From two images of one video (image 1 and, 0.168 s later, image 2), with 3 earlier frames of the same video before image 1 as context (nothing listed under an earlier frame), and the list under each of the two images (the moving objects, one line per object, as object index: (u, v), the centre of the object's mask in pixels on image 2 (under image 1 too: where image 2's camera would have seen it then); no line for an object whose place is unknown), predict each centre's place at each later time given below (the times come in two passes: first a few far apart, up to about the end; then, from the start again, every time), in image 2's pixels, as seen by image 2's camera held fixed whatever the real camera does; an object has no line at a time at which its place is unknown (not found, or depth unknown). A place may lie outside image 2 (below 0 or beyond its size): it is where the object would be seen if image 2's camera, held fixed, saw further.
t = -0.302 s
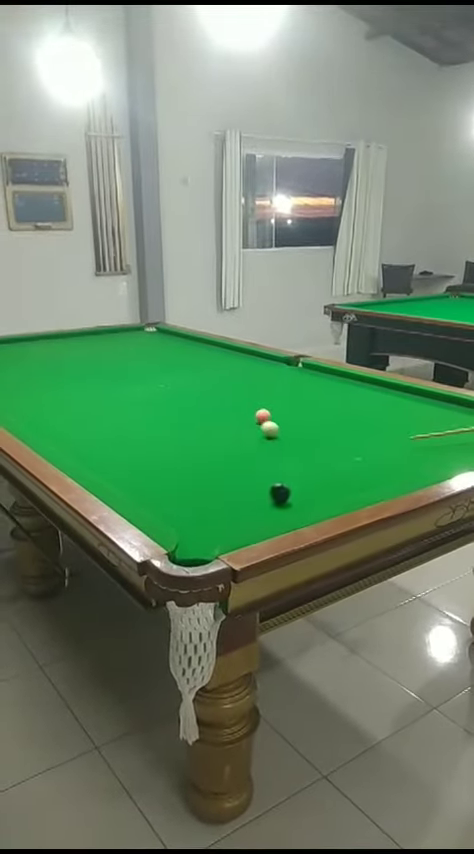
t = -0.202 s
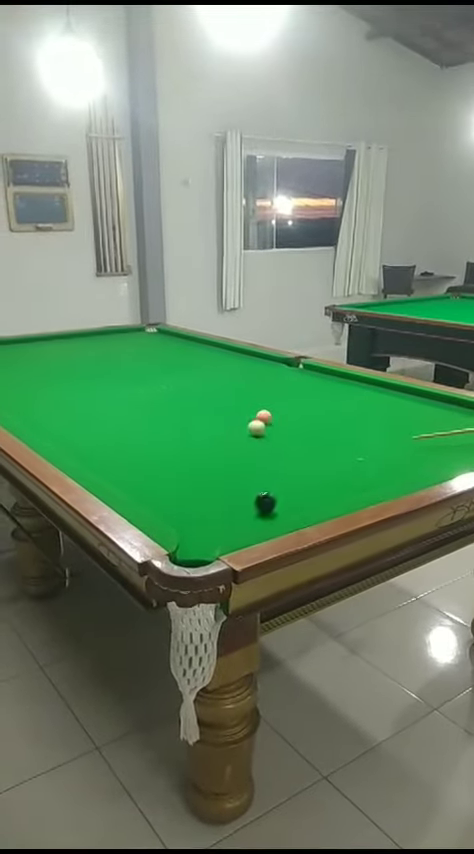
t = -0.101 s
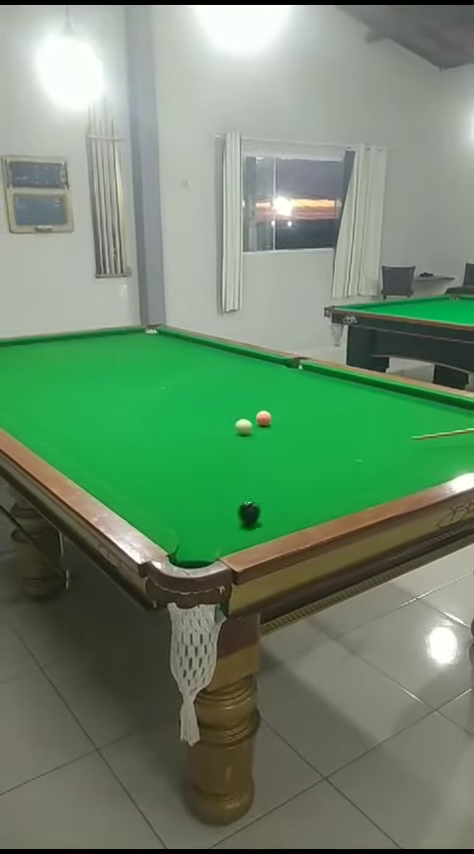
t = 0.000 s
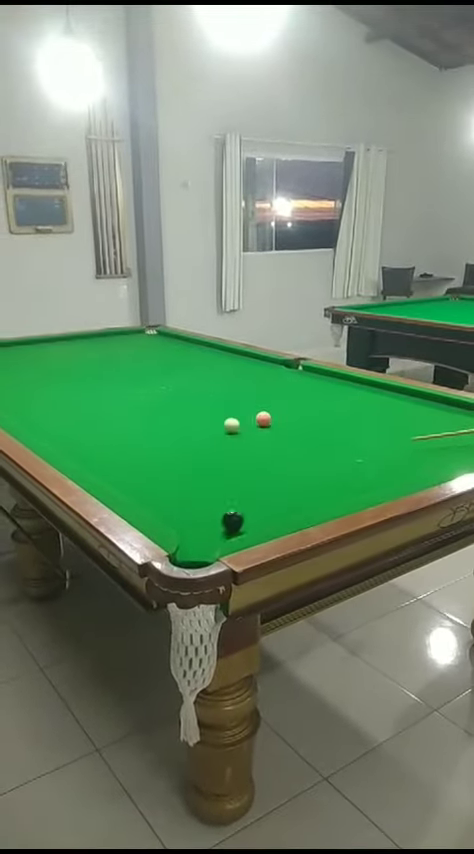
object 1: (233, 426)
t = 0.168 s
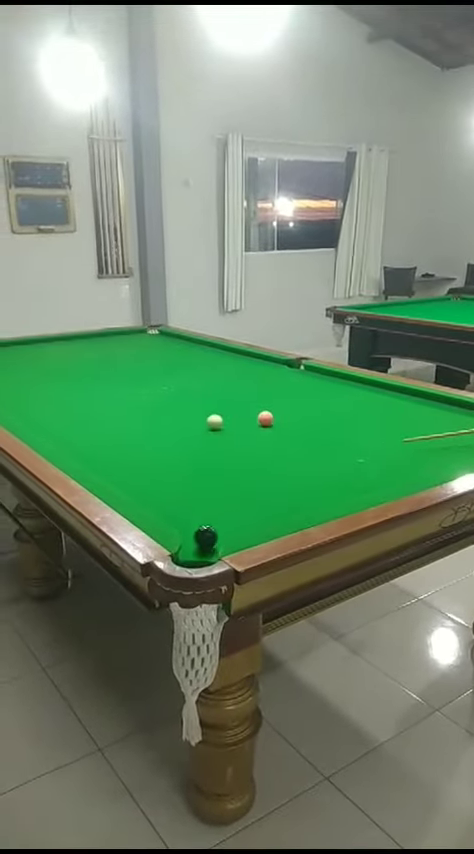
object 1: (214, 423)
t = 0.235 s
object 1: (207, 422)
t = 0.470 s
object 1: (185, 418)
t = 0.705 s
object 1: (165, 414)
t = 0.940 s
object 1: (147, 412)
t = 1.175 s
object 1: (131, 409)
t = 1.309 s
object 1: (123, 407)
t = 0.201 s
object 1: (211, 422)
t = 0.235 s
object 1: (207, 422)
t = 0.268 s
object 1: (204, 421)
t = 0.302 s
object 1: (201, 420)
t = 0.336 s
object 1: (197, 420)
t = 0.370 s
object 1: (194, 419)
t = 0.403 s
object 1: (191, 419)
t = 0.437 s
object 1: (188, 418)
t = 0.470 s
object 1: (185, 418)
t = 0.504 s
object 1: (182, 418)
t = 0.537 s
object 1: (179, 417)
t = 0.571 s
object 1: (176, 416)
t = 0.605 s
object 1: (174, 416)
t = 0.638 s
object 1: (171, 416)
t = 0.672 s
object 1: (168, 415)
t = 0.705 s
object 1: (165, 414)
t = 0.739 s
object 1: (162, 414)
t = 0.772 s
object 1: (160, 414)
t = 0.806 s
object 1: (157, 413)
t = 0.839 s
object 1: (154, 413)
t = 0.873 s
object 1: (152, 413)
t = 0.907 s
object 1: (150, 412)
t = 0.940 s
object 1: (147, 412)
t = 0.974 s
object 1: (145, 412)
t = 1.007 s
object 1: (143, 411)
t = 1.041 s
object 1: (140, 411)
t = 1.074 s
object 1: (138, 410)
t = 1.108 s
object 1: (136, 409)
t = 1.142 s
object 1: (134, 410)
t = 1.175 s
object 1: (131, 409)
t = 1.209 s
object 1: (129, 408)
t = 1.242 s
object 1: (128, 408)
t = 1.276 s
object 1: (125, 408)
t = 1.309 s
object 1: (123, 407)
